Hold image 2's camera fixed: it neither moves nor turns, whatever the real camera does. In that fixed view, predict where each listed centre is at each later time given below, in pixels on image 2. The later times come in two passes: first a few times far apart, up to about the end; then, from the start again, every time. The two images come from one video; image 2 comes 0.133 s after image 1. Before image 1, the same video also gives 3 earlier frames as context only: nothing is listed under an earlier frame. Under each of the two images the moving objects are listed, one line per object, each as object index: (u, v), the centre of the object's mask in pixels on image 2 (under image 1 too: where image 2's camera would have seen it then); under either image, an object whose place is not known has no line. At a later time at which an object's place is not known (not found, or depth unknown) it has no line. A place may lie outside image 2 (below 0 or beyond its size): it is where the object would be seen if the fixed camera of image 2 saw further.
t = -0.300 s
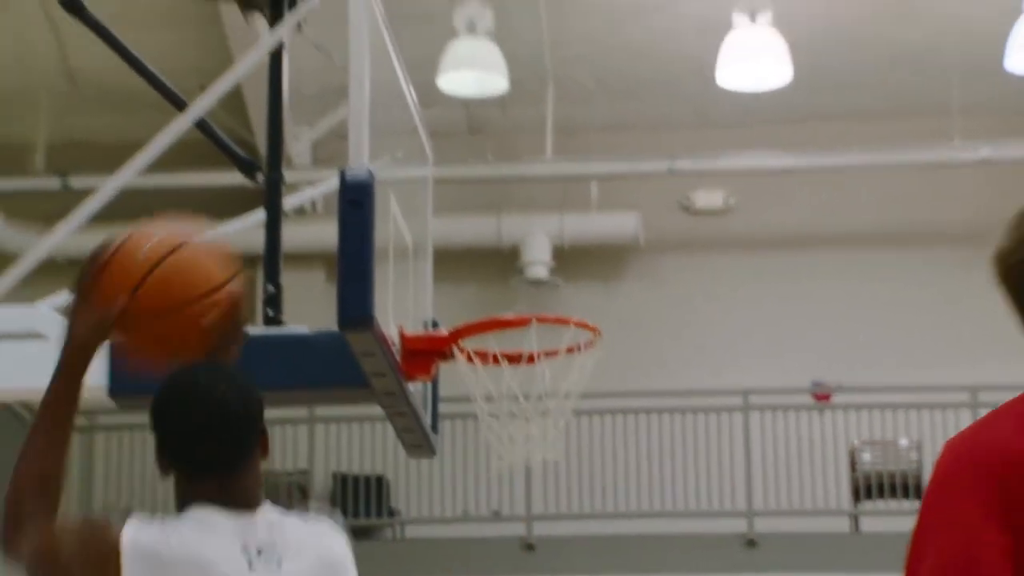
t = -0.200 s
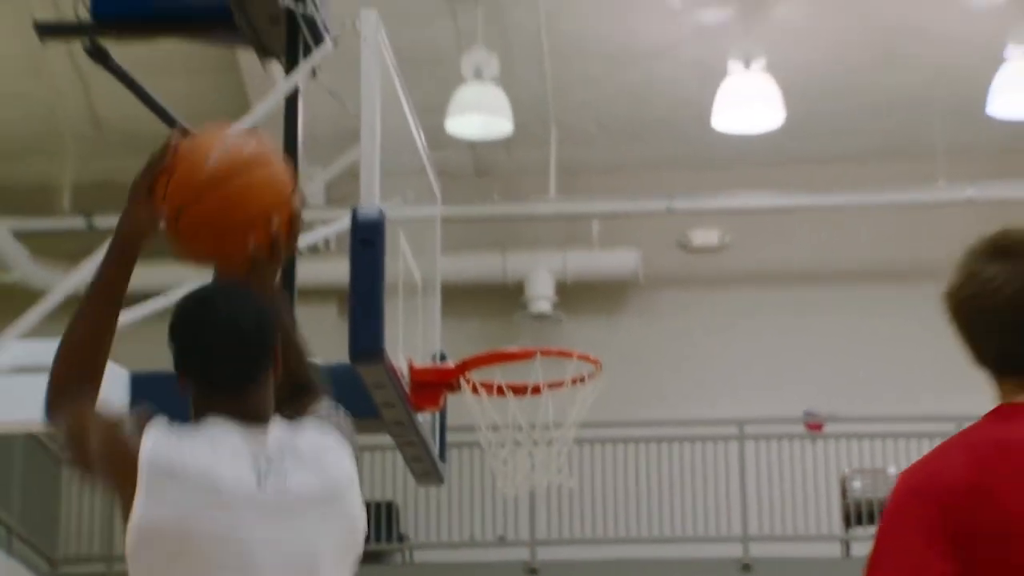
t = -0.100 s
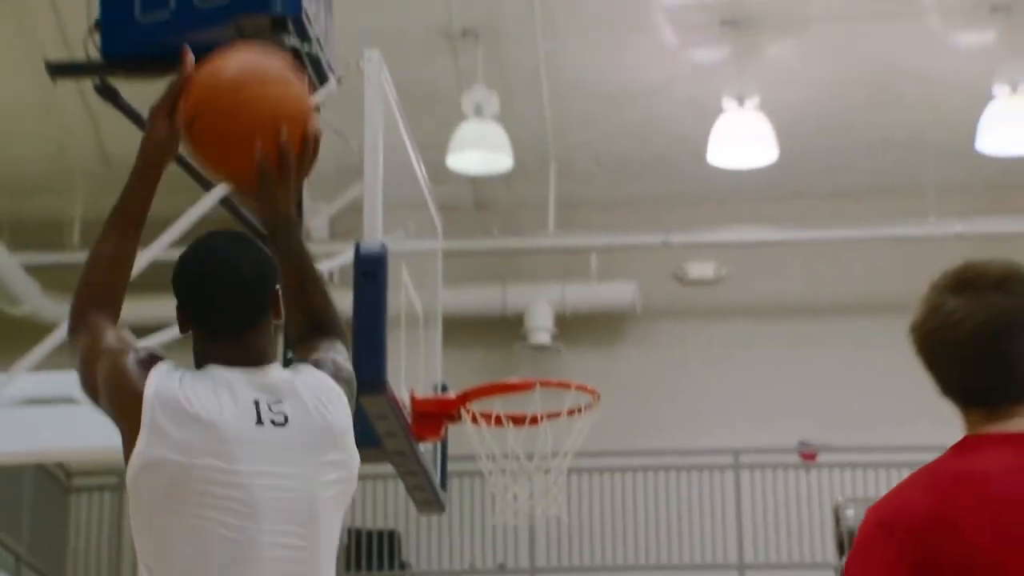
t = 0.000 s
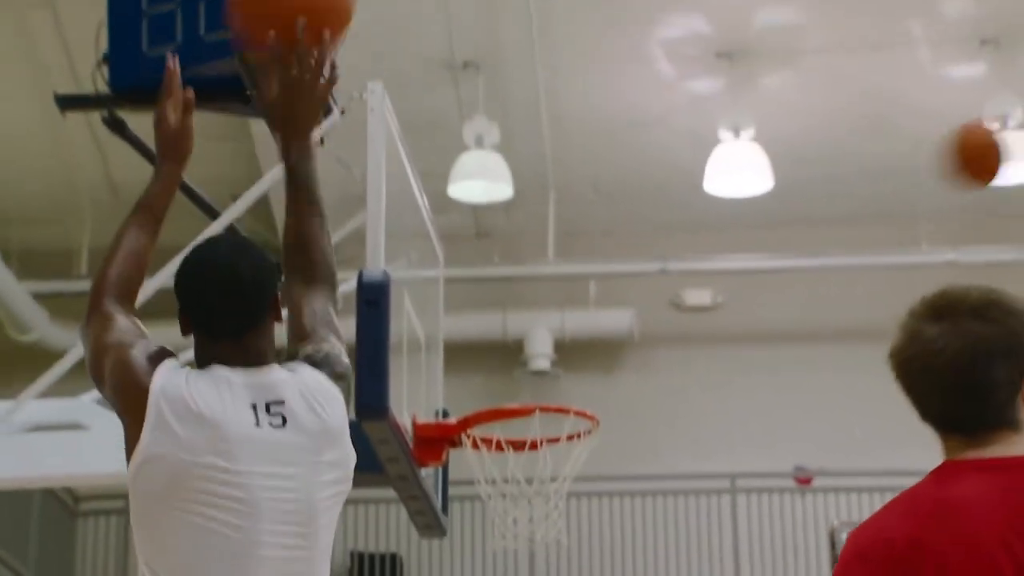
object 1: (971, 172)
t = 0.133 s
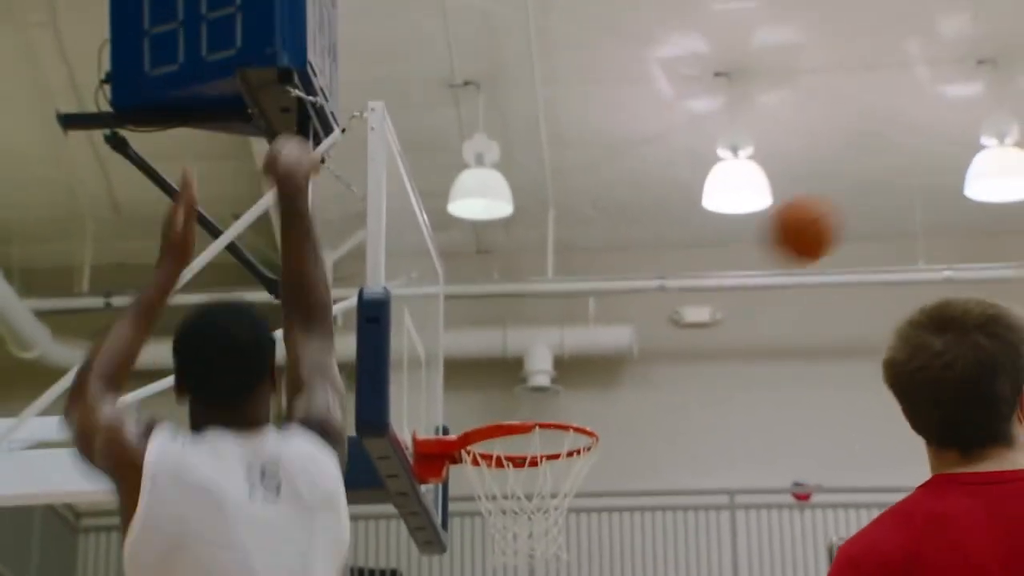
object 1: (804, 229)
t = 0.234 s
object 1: (678, 304)
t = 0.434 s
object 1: (478, 514)
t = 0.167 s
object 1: (762, 249)
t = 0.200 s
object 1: (719, 274)
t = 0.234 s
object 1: (678, 304)
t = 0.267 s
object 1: (637, 334)
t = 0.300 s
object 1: (594, 369)
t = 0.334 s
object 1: (554, 398)
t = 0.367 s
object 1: (511, 455)
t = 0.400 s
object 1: (481, 485)
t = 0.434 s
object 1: (478, 514)
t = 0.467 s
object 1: (481, 530)
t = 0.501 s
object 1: (486, 551)
